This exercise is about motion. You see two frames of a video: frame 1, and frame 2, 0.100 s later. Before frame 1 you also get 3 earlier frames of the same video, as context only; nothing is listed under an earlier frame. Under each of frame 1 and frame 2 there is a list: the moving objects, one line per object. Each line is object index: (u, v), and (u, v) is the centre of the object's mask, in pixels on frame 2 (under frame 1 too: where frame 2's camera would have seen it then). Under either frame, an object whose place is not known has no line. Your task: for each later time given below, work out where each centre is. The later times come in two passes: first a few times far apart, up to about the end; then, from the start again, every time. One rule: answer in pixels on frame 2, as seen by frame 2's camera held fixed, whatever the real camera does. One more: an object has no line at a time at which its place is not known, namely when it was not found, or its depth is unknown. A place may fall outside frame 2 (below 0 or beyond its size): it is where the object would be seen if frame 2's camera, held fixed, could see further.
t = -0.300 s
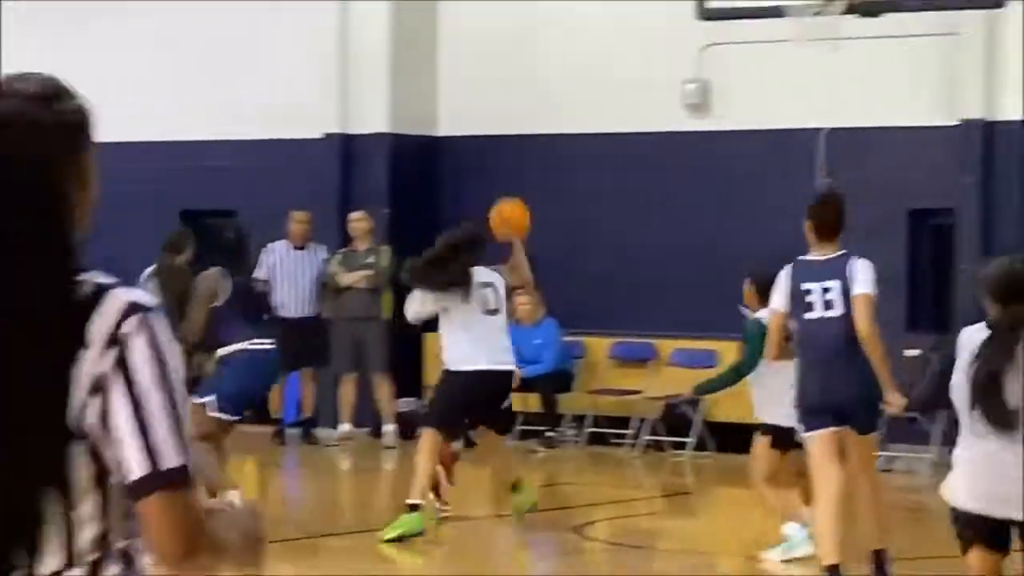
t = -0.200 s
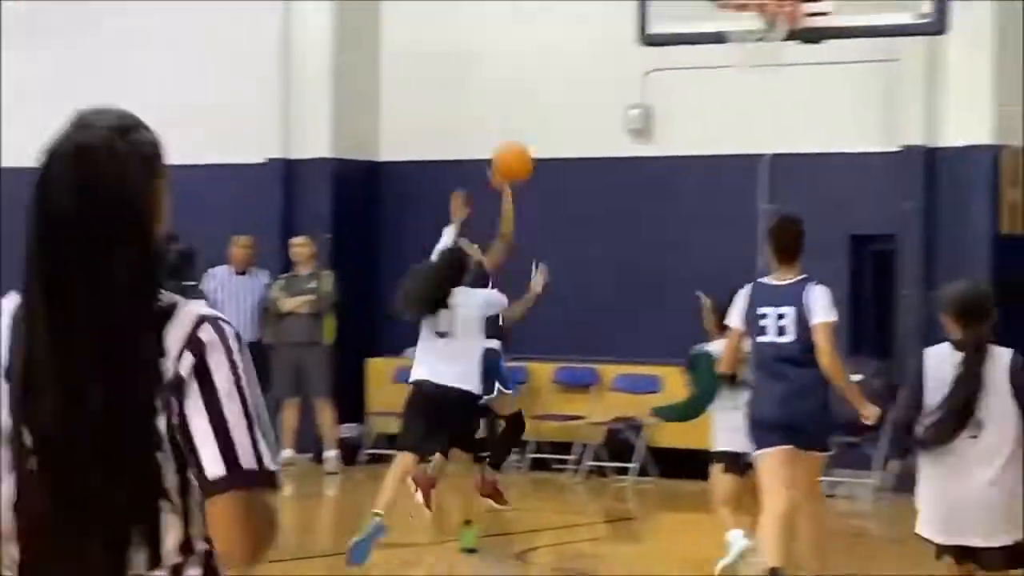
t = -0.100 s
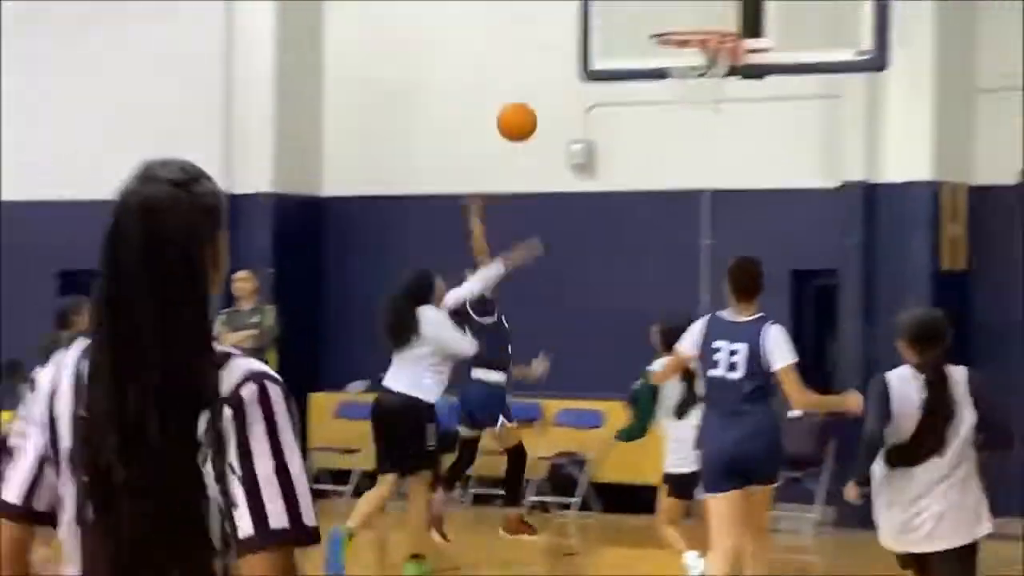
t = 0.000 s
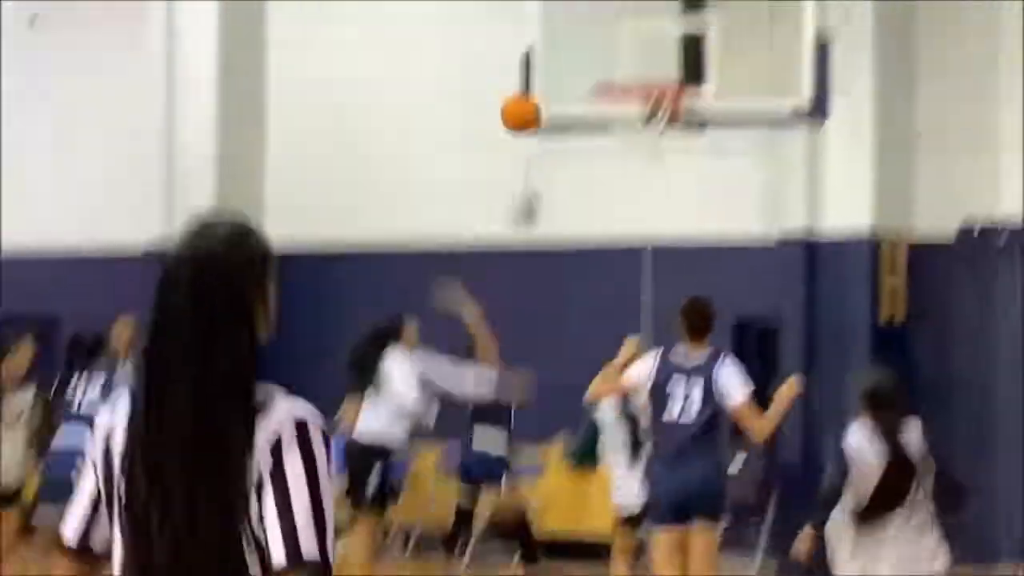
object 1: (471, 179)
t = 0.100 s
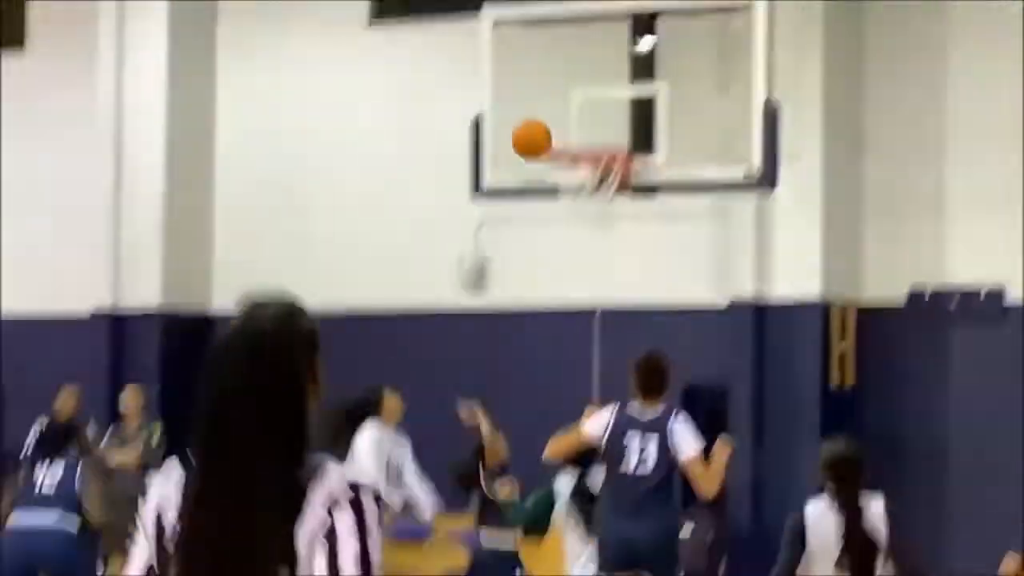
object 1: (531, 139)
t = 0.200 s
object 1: (557, 119)
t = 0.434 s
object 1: (578, 135)
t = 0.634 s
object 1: (583, 165)
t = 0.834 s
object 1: (580, 202)
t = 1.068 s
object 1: (584, 281)
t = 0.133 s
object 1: (550, 131)
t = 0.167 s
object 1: (554, 123)
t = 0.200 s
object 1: (557, 119)
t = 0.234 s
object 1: (560, 116)
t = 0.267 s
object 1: (563, 116)
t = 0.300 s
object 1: (566, 117)
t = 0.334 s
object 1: (570, 120)
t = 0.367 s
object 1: (573, 125)
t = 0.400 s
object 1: (576, 131)
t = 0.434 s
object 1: (578, 135)
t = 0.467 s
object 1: (581, 142)
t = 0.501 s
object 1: (582, 145)
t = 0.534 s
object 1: (584, 149)
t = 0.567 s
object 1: (585, 155)
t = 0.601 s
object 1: (584, 158)
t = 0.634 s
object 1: (583, 165)
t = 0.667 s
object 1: (584, 169)
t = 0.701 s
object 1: (582, 180)
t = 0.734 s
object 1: (580, 190)
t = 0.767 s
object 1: (580, 198)
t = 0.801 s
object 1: (580, 200)
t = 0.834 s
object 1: (580, 202)
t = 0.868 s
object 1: (581, 207)
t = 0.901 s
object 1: (582, 212)
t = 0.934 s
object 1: (582, 225)
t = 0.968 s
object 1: (582, 236)
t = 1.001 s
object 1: (583, 250)
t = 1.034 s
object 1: (583, 264)
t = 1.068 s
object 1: (584, 281)
